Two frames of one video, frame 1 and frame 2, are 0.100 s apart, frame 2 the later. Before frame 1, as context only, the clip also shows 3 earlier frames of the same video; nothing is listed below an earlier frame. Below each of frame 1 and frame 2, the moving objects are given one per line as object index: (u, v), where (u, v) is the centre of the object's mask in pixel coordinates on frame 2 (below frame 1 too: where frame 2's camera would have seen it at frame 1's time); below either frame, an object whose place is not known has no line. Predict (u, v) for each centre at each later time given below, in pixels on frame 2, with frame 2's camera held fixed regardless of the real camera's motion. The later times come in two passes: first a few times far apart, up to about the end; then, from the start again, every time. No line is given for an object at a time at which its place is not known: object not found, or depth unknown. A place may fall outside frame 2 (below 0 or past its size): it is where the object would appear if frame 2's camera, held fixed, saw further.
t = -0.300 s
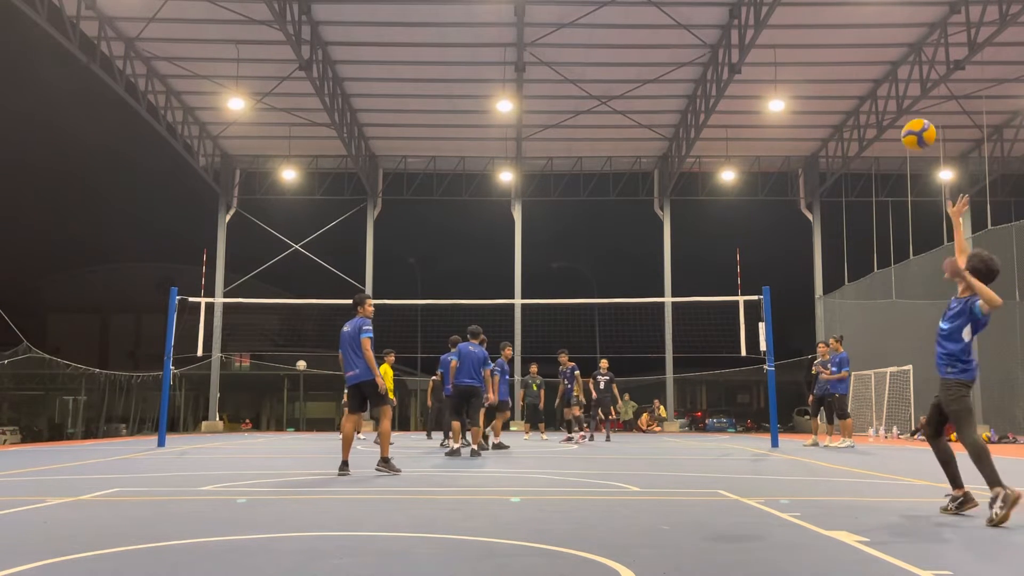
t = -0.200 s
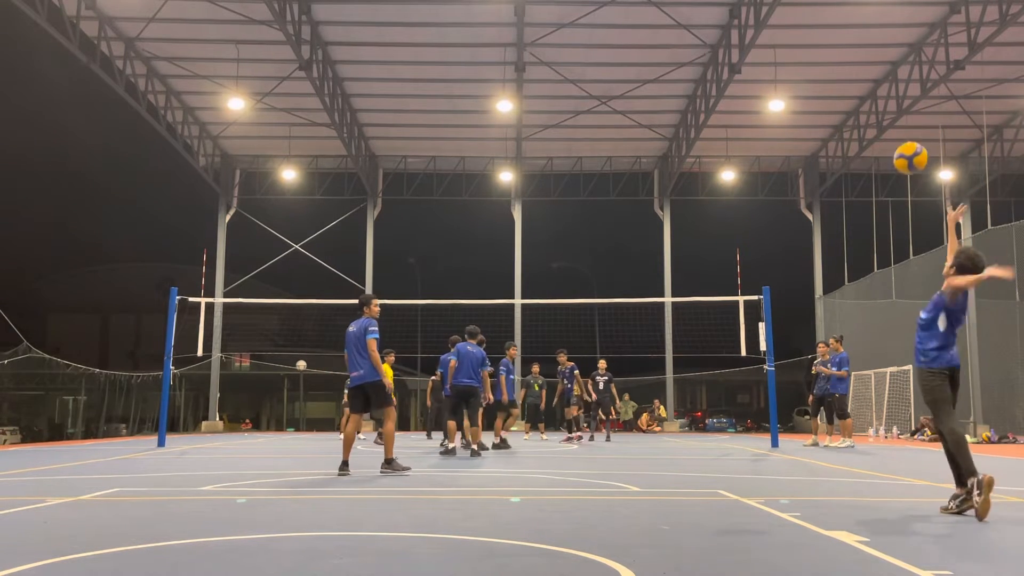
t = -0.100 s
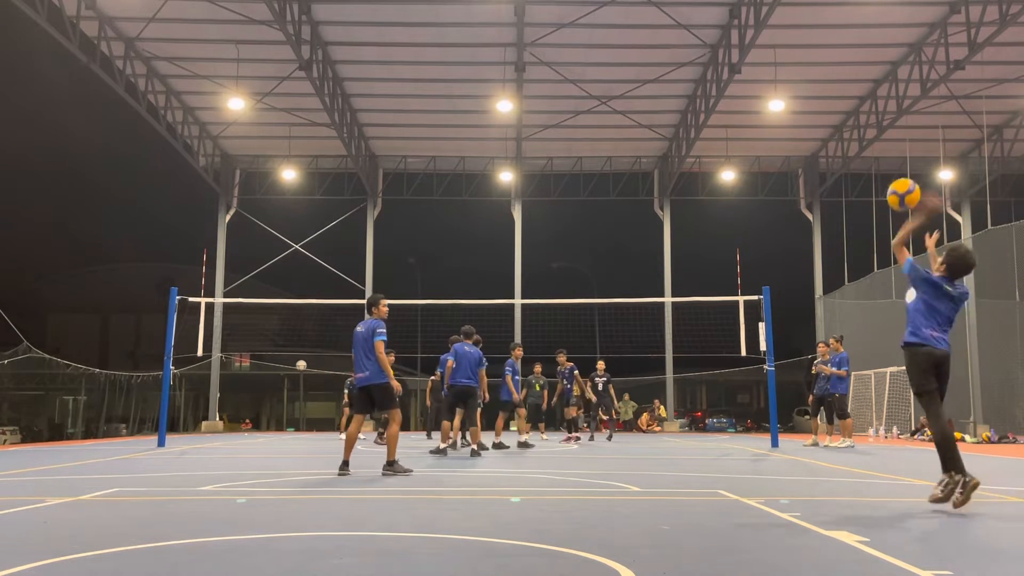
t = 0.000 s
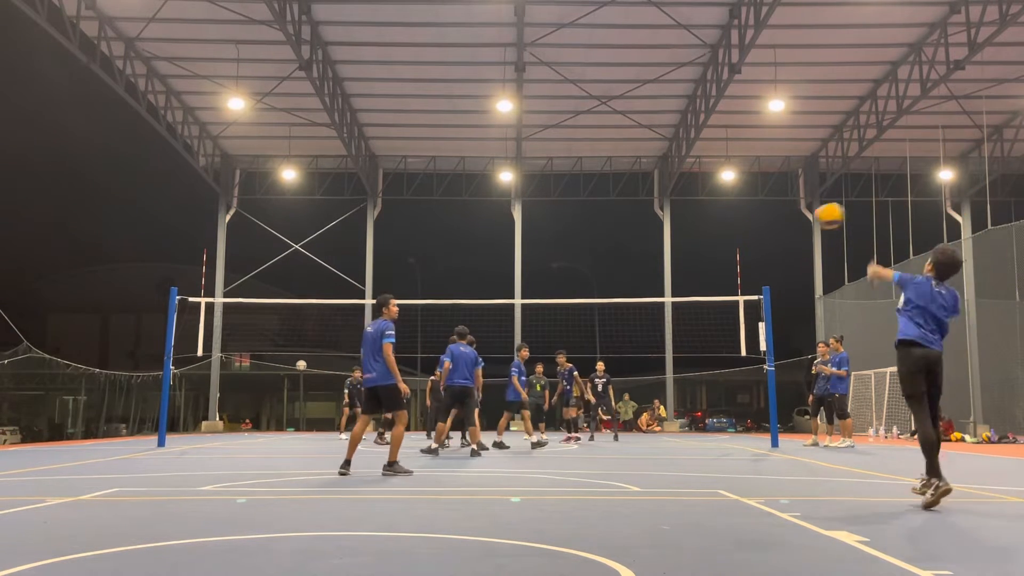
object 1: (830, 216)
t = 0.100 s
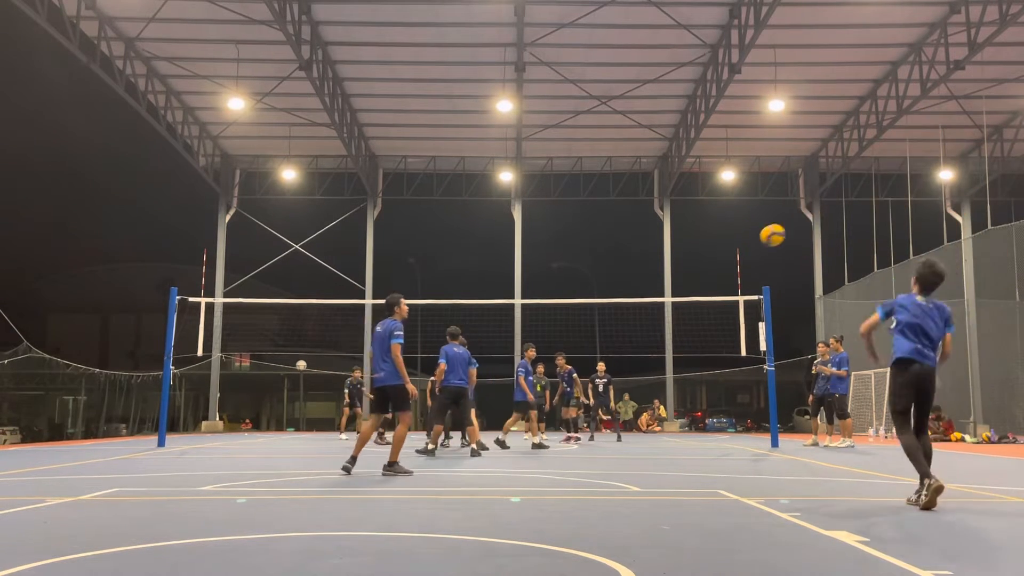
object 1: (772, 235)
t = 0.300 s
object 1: (705, 278)
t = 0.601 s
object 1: (655, 344)
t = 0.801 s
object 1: (656, 324)
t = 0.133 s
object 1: (758, 242)
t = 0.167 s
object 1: (745, 248)
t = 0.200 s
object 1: (733, 255)
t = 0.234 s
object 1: (723, 263)
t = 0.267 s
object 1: (714, 270)
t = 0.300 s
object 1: (705, 278)
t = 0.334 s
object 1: (697, 286)
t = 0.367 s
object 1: (690, 294)
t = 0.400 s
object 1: (683, 303)
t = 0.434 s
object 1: (677, 312)
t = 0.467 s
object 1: (671, 320)
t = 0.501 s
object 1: (666, 328)
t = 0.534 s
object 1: (661, 337)
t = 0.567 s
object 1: (657, 344)
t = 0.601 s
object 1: (655, 344)
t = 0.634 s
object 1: (656, 341)
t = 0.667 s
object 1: (656, 337)
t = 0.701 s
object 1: (656, 333)
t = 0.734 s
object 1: (656, 329)
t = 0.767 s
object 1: (656, 326)
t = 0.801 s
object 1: (656, 324)
